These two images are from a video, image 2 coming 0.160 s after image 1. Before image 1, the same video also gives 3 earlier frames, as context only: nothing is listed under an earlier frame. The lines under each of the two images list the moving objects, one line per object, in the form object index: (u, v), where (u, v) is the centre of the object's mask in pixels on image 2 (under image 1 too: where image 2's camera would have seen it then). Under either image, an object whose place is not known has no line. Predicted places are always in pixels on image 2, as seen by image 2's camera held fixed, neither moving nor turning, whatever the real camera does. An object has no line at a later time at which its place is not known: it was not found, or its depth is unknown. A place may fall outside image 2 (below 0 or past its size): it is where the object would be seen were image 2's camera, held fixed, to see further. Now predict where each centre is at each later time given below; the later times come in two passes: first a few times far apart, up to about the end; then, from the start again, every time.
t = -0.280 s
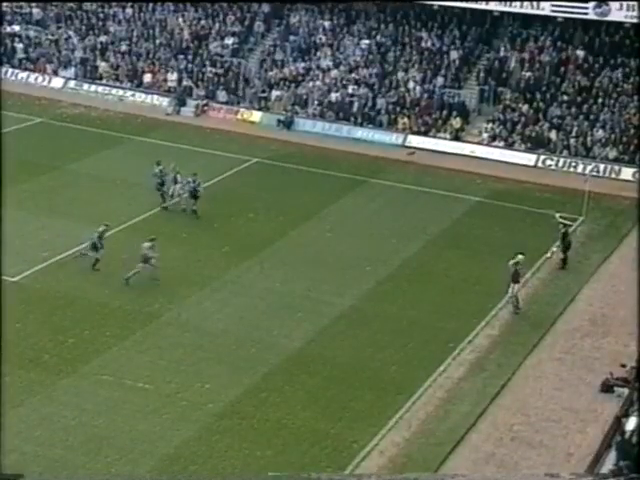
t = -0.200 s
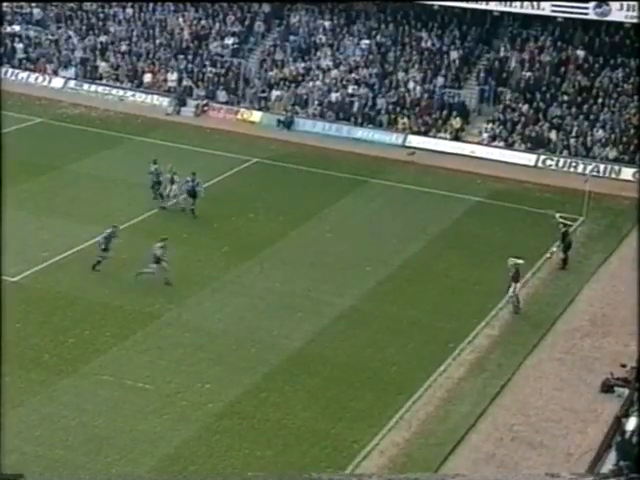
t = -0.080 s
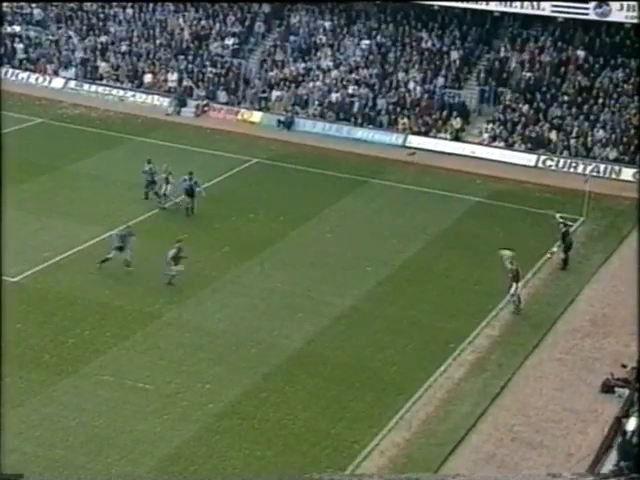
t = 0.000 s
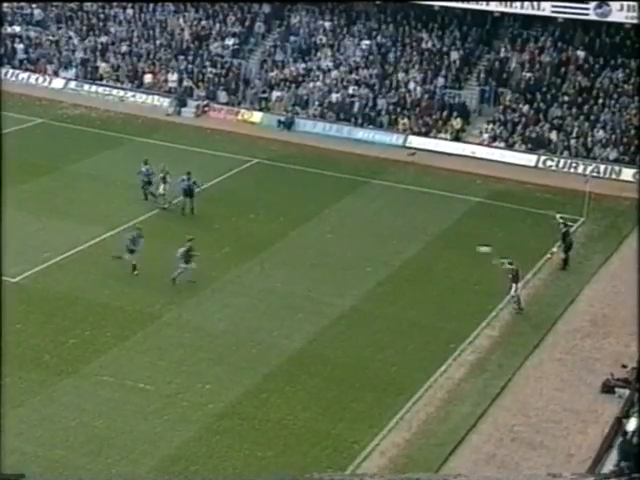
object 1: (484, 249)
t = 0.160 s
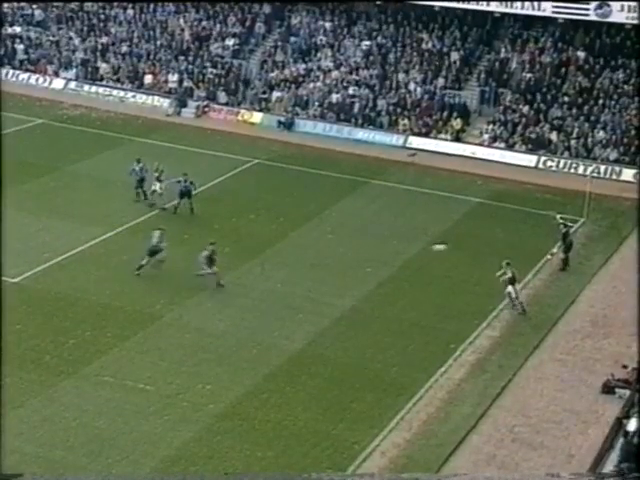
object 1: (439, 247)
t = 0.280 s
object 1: (405, 250)
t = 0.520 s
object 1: (338, 270)
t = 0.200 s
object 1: (429, 248)
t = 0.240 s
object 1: (416, 249)
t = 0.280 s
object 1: (405, 250)
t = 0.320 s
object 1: (394, 252)
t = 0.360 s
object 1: (383, 255)
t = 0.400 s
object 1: (372, 257)
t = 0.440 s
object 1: (361, 262)
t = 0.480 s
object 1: (349, 265)
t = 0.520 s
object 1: (338, 270)
